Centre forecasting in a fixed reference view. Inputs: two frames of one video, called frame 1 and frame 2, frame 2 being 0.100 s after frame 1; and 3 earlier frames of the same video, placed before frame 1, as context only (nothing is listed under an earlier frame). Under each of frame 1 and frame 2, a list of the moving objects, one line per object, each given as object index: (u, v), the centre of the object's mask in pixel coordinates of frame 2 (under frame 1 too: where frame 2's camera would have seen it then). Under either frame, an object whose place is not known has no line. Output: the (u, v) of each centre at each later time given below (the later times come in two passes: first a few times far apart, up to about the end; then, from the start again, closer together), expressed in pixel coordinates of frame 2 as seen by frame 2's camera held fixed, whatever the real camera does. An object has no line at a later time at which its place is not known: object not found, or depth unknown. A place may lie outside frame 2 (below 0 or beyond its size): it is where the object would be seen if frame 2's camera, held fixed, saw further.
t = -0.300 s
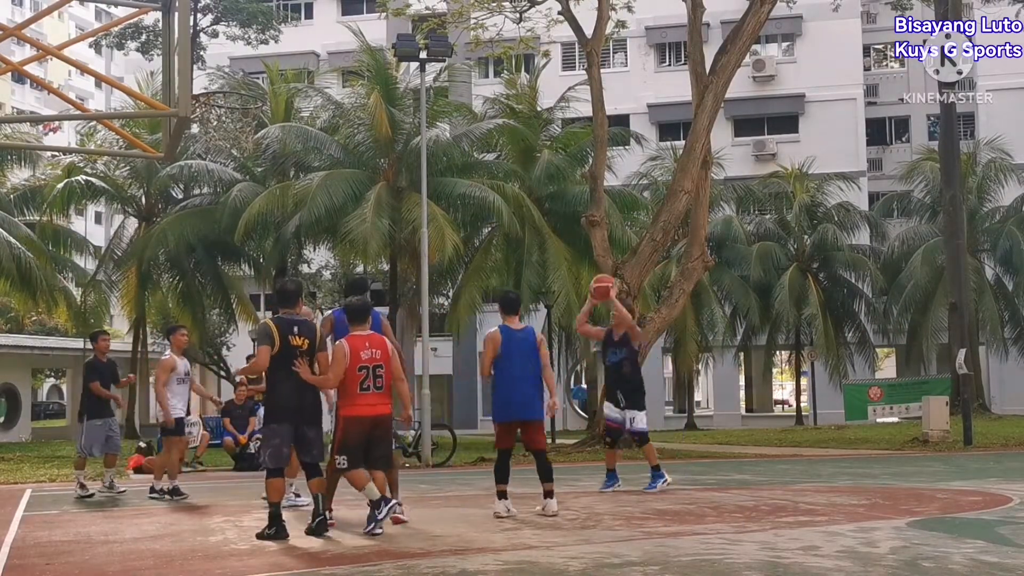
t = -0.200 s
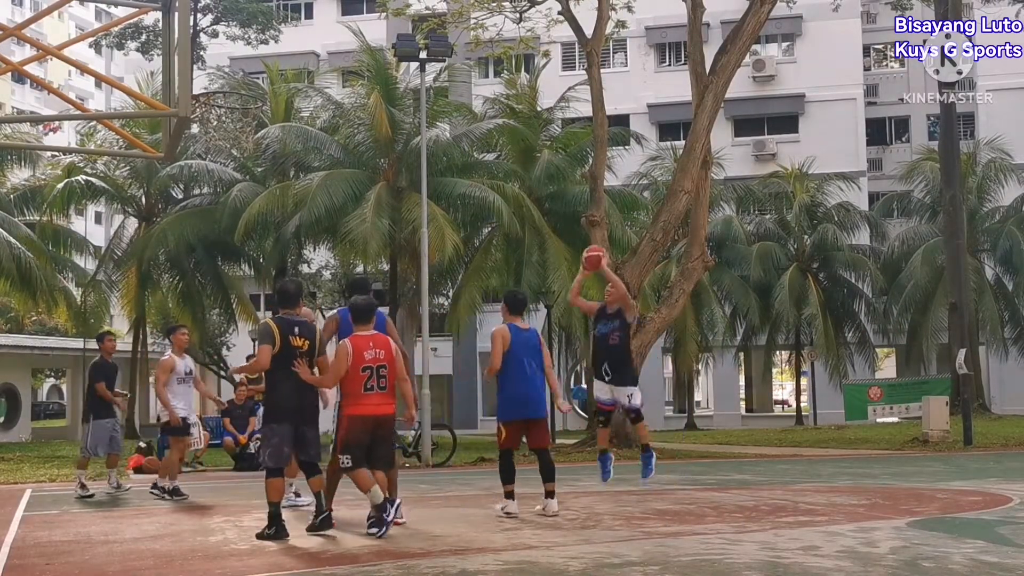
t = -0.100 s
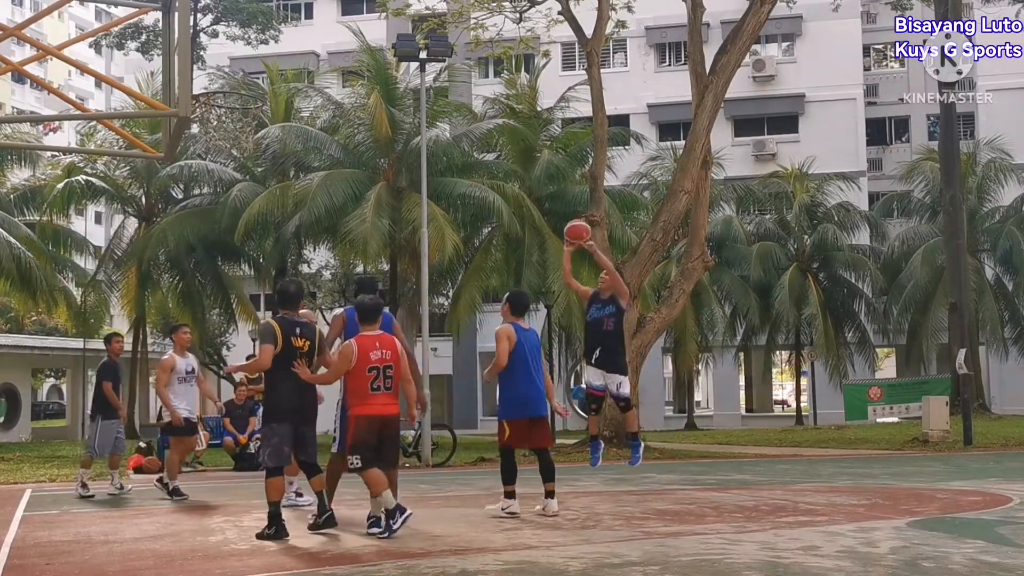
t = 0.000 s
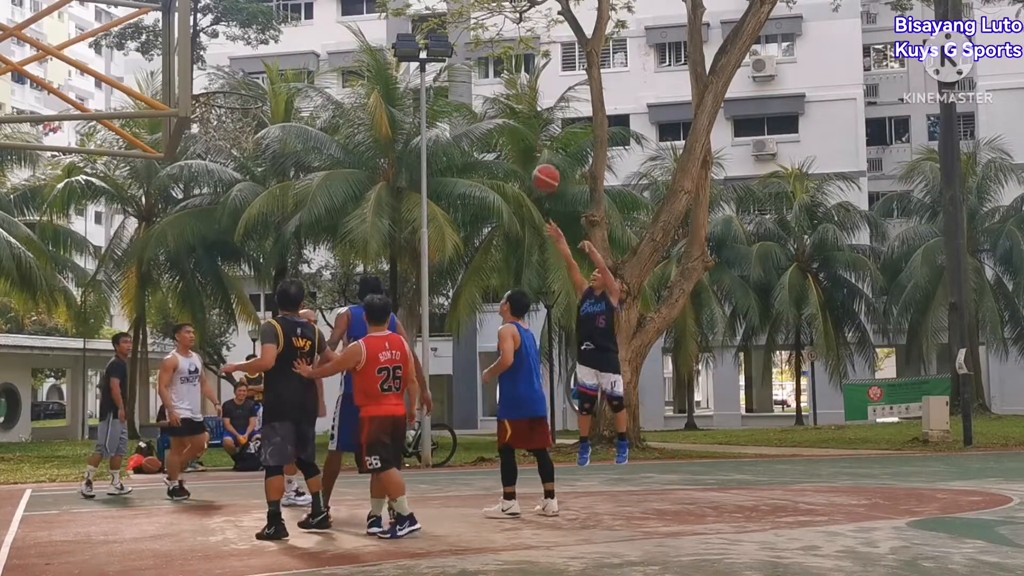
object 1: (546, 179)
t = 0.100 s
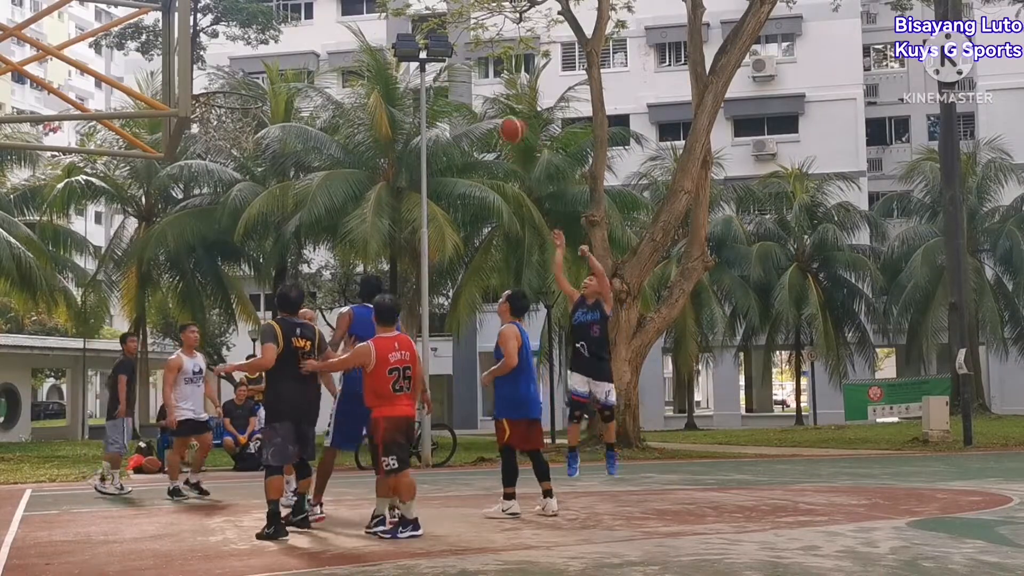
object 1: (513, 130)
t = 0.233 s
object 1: (464, 80)
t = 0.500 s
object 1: (359, 39)
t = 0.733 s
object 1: (257, 73)
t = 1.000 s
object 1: (211, 190)
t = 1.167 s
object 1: (208, 306)
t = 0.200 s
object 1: (475, 91)
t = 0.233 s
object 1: (464, 80)
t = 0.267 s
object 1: (451, 71)
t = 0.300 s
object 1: (439, 63)
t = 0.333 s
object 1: (426, 56)
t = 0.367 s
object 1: (413, 50)
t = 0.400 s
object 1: (401, 46)
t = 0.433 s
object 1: (386, 42)
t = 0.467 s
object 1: (374, 40)
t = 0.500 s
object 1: (359, 39)
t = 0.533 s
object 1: (345, 40)
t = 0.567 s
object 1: (331, 42)
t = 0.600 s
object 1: (318, 45)
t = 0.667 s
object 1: (289, 56)
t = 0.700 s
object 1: (274, 64)
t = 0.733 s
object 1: (257, 73)
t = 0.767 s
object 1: (244, 81)
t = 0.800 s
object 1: (227, 97)
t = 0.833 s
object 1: (215, 112)
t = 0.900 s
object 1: (212, 140)
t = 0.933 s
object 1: (212, 154)
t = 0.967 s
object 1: (212, 172)
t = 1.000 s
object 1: (211, 190)
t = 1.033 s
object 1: (211, 210)
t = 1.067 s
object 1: (209, 232)
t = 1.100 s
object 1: (209, 256)
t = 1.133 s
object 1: (209, 280)
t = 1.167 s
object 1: (208, 306)
